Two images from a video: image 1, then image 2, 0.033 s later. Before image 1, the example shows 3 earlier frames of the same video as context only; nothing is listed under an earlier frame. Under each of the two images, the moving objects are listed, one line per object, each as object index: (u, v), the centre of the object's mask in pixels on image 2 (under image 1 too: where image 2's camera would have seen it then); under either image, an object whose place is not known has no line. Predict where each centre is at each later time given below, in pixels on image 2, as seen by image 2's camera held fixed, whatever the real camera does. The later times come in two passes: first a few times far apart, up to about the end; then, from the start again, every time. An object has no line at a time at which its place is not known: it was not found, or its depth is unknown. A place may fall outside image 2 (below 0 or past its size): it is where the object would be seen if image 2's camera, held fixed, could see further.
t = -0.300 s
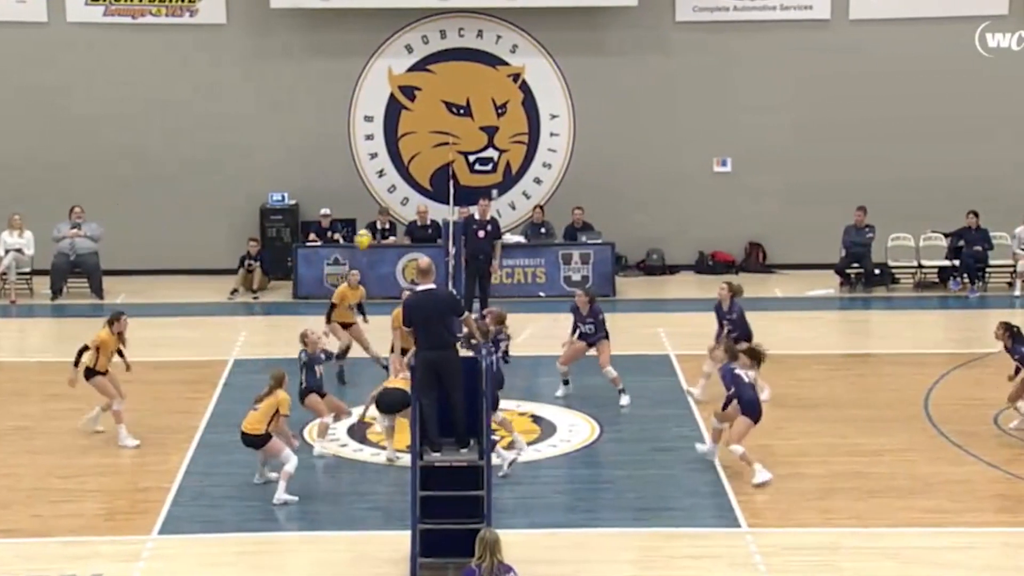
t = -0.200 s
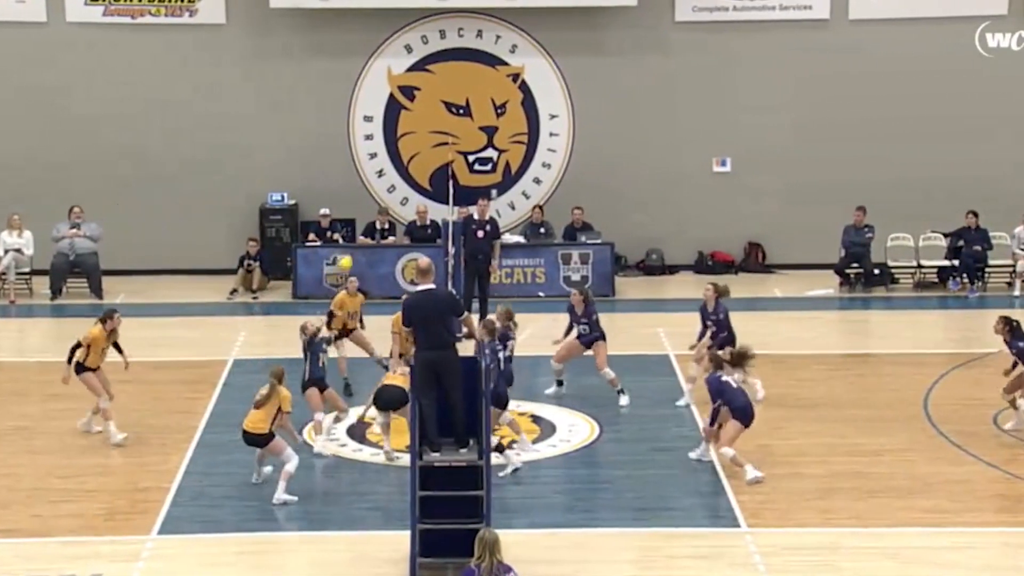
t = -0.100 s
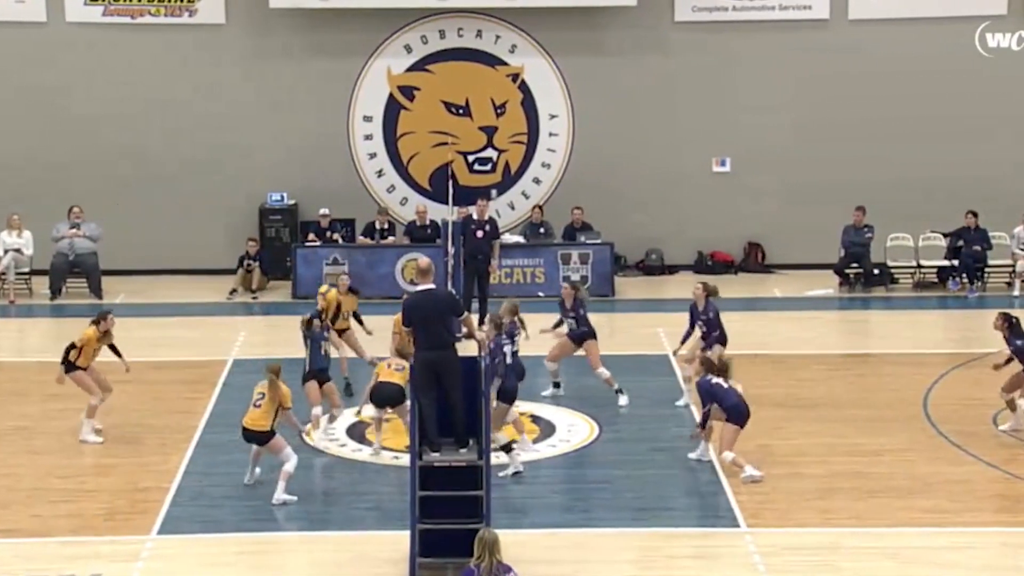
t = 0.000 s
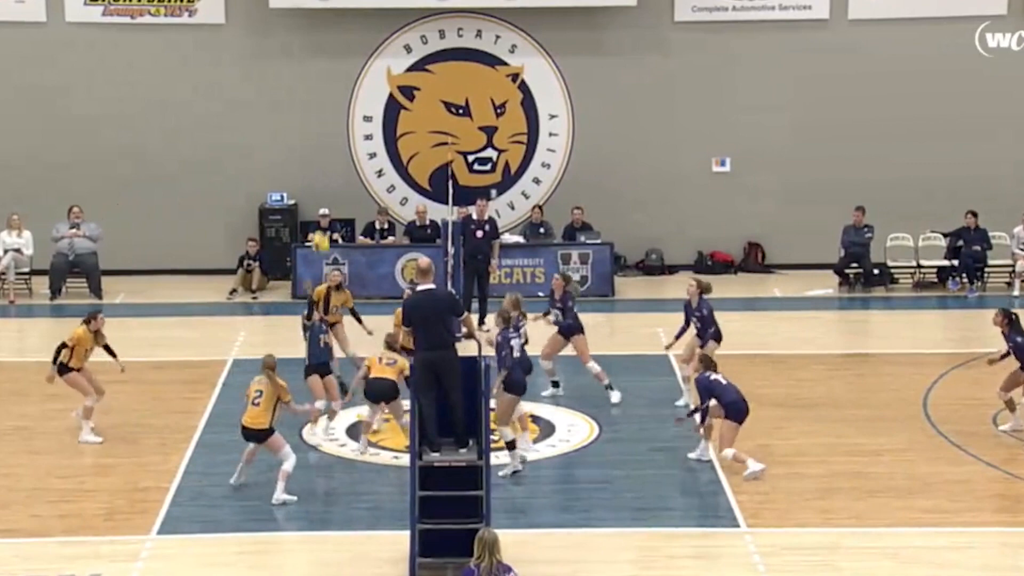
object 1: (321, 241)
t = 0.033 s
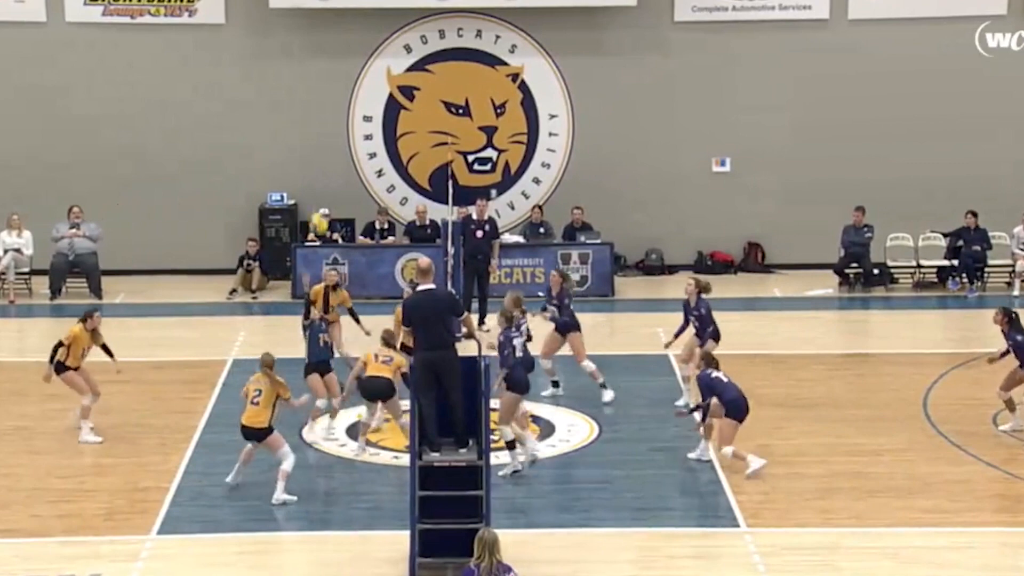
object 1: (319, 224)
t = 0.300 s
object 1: (306, 107)
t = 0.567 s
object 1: (294, 53)
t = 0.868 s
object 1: (288, 66)
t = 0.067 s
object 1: (317, 204)
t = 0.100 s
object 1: (316, 187)
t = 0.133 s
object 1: (314, 172)
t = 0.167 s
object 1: (312, 157)
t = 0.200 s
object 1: (311, 143)
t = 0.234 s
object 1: (309, 130)
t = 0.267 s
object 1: (307, 118)
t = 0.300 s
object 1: (306, 107)
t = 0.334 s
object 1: (304, 97)
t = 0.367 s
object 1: (302, 88)
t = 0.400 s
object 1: (301, 79)
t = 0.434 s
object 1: (299, 72)
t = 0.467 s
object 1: (297, 66)
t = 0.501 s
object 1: (295, 61)
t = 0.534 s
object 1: (295, 56)
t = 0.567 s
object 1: (294, 53)
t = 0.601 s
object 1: (293, 51)
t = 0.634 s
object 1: (292, 50)
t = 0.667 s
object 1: (291, 49)
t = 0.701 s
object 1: (290, 50)
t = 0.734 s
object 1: (289, 51)
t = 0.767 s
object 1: (289, 53)
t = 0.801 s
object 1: (289, 57)
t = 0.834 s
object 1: (288, 61)
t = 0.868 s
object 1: (288, 66)
